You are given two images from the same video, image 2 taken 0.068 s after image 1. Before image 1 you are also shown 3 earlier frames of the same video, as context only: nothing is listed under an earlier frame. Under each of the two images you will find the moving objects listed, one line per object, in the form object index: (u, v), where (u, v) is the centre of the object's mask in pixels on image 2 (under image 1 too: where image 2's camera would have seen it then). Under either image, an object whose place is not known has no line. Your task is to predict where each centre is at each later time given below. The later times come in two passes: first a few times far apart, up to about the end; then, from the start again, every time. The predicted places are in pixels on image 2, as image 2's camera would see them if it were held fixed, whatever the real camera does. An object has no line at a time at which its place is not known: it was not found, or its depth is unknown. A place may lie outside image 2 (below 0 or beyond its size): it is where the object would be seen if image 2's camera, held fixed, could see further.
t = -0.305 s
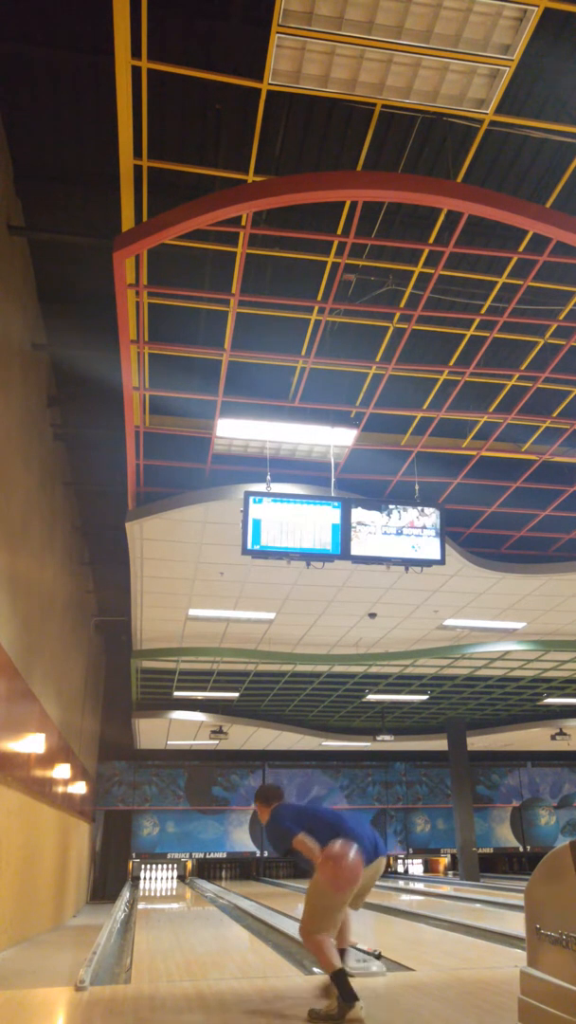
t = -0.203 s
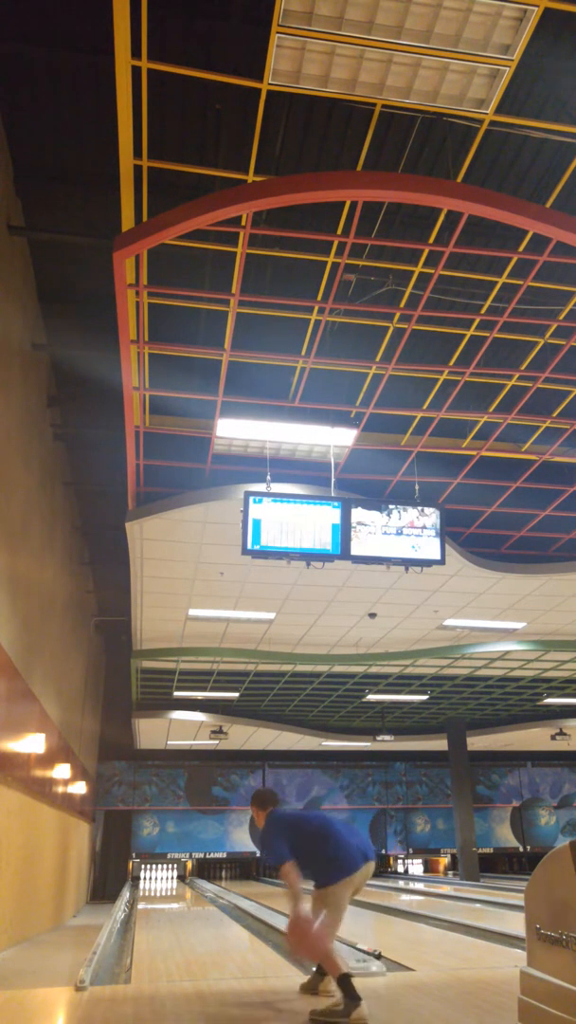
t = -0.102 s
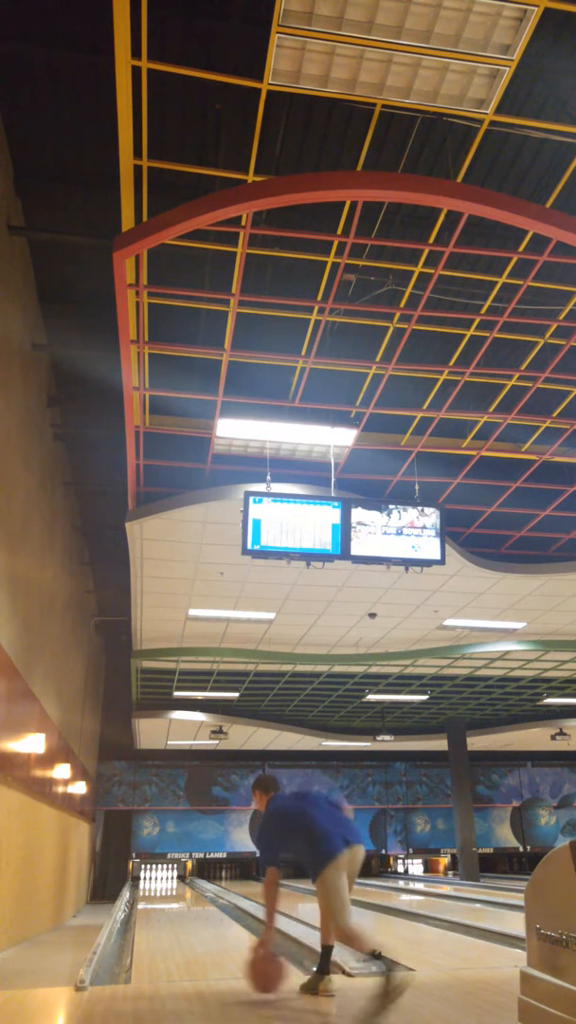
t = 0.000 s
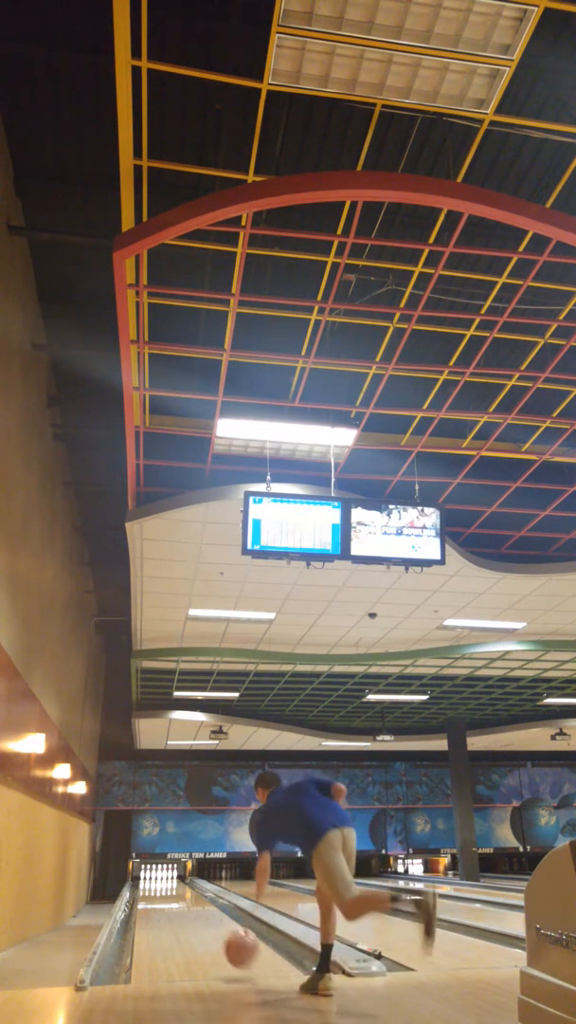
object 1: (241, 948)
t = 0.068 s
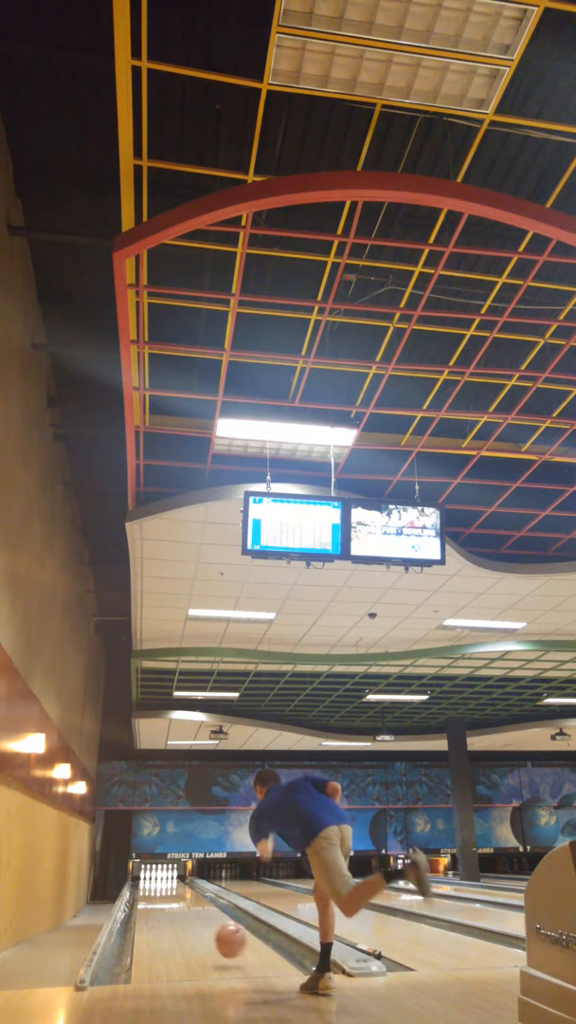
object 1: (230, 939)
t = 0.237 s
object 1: (211, 930)
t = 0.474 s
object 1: (194, 915)
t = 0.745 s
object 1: (182, 903)
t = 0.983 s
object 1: (177, 896)
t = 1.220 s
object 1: (171, 891)
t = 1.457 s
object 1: (167, 887)
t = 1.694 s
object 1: (166, 884)
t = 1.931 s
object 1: (163, 882)
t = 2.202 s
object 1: (162, 878)
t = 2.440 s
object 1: (161, 877)
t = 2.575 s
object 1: (161, 877)
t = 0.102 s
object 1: (226, 939)
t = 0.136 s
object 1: (222, 939)
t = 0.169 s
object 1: (218, 935)
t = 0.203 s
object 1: (215, 932)
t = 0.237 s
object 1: (211, 930)
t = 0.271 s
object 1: (208, 927)
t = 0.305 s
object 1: (206, 925)
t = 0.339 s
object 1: (203, 922)
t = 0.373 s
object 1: (201, 920)
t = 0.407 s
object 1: (198, 919)
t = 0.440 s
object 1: (196, 917)
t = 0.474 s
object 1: (194, 915)
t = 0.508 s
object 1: (192, 912)
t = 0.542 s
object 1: (190, 911)
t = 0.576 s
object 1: (190, 909)
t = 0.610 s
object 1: (188, 908)
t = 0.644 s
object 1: (187, 907)
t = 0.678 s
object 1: (185, 905)
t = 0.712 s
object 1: (184, 904)
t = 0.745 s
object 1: (182, 903)
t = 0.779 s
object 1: (182, 901)
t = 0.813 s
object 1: (181, 901)
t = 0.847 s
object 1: (180, 899)
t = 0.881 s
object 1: (179, 898)
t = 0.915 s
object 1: (178, 897)
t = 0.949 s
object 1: (178, 896)
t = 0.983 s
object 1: (177, 896)
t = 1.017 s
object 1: (177, 895)
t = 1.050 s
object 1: (176, 895)
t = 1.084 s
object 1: (176, 894)
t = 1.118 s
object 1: (175, 893)
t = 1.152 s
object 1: (172, 892)
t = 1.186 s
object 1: (172, 892)
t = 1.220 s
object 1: (171, 891)
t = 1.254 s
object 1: (171, 890)
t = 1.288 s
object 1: (170, 890)
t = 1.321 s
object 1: (170, 889)
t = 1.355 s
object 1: (169, 888)
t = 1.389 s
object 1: (168, 888)
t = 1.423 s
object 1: (168, 888)
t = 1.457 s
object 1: (167, 887)
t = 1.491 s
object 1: (167, 886)
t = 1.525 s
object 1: (167, 886)
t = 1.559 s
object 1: (167, 885)
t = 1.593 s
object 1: (166, 885)
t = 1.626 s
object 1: (166, 885)
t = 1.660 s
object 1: (166, 884)
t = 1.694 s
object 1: (166, 884)
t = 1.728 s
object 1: (165, 883)
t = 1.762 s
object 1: (165, 883)
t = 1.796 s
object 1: (165, 883)
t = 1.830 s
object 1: (164, 883)
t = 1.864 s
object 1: (164, 883)
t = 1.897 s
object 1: (164, 882)
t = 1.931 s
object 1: (163, 882)
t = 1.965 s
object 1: (163, 882)
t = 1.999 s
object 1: (163, 881)
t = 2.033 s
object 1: (163, 881)
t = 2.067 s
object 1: (163, 881)
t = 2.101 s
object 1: (163, 880)
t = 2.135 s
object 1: (163, 880)
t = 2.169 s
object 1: (163, 879)
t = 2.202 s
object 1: (162, 878)
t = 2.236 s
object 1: (162, 878)
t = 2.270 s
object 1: (162, 878)
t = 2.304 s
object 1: (162, 878)
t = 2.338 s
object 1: (162, 877)
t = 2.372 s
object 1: (162, 877)
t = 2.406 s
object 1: (161, 877)
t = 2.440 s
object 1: (161, 877)
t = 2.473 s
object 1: (161, 876)
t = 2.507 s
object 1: (161, 877)
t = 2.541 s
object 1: (161, 877)
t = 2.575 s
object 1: (161, 877)
